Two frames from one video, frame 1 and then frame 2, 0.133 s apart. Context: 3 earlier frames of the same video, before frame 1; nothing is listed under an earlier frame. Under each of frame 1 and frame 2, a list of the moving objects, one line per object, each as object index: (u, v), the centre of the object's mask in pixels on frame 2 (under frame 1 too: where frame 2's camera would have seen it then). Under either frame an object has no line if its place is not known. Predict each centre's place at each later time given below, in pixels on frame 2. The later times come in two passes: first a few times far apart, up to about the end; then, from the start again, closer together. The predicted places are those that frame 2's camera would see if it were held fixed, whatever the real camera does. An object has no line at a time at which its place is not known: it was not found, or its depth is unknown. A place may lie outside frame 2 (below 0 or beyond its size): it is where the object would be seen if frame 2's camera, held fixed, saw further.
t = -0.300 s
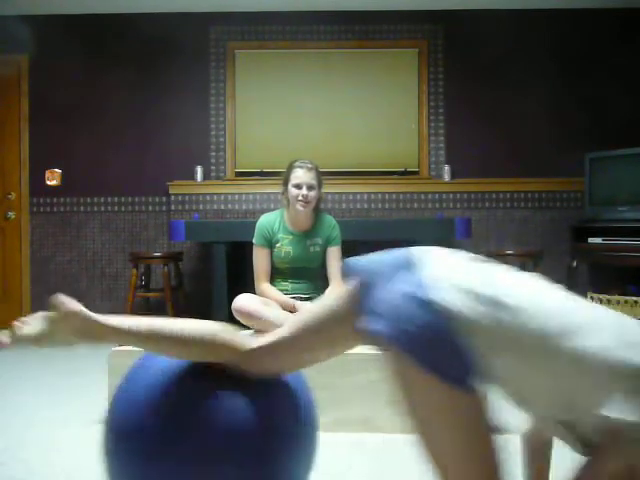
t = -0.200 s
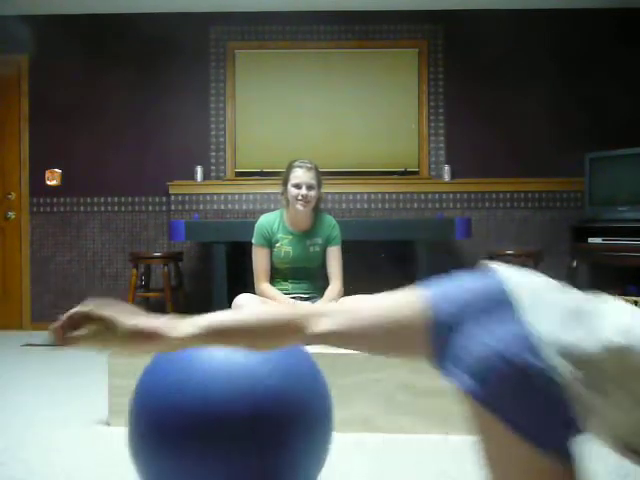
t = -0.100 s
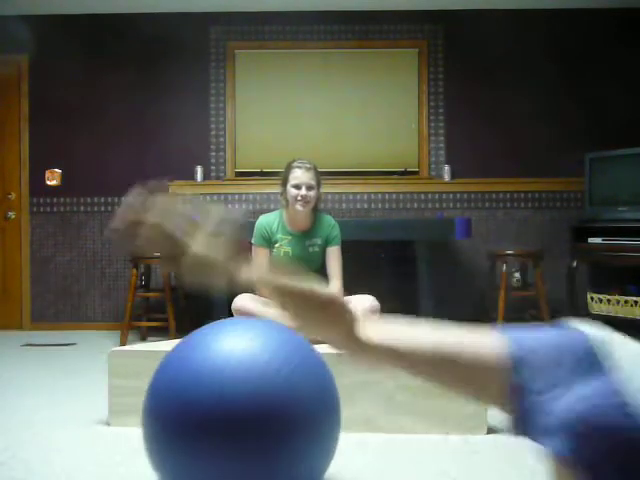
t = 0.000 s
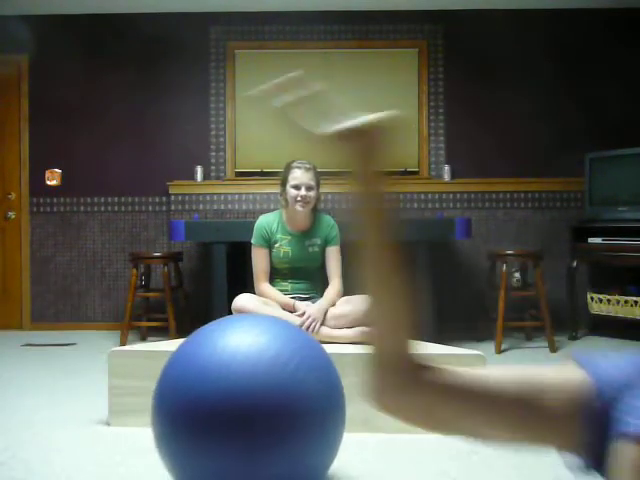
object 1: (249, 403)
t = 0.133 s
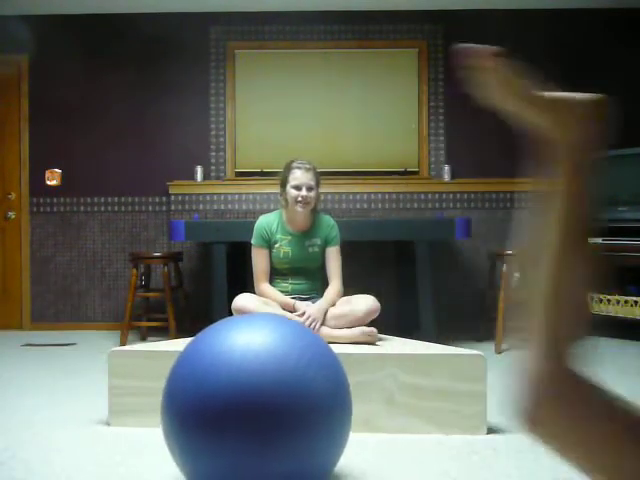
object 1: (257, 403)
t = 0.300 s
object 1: (264, 402)
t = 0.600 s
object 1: (267, 405)
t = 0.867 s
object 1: (259, 408)
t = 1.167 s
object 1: (244, 411)
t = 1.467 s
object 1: (236, 411)
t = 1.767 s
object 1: (239, 408)
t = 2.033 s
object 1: (247, 406)
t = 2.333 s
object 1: (255, 405)
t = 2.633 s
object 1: (256, 405)
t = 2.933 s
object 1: (252, 407)
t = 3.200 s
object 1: (247, 409)
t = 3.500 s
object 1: (245, 409)
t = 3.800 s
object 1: (247, 408)
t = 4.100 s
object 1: (250, 407)
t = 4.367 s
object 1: (252, 406)
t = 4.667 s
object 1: (252, 407)
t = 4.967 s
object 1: (250, 407)
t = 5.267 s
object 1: (248, 408)
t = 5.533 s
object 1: (248, 408)
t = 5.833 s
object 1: (249, 407)
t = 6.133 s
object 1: (250, 407)
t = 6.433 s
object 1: (250, 407)
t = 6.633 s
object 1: (250, 407)
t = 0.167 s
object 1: (259, 402)
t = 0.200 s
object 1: (260, 402)
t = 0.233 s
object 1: (262, 403)
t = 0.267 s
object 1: (263, 402)
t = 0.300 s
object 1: (264, 402)
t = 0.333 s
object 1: (265, 402)
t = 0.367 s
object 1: (266, 403)
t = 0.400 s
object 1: (267, 403)
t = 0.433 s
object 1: (267, 403)
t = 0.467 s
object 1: (268, 403)
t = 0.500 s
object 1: (268, 403)
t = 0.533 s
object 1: (268, 404)
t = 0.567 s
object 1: (268, 405)
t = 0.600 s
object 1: (267, 405)
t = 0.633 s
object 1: (267, 405)
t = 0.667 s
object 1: (266, 406)
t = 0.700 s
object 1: (265, 406)
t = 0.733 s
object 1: (264, 407)
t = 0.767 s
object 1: (263, 407)
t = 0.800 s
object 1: (262, 407)
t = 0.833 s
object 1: (261, 408)
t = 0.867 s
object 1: (259, 408)
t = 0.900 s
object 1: (258, 408)
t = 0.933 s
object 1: (256, 409)
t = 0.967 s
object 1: (254, 410)
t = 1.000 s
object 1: (252, 410)
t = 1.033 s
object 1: (251, 410)
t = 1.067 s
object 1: (249, 411)
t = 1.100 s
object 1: (247, 411)
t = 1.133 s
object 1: (245, 411)
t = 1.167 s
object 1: (244, 411)
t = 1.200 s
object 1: (242, 411)
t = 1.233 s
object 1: (241, 412)
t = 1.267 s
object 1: (240, 411)
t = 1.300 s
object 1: (239, 411)
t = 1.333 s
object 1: (238, 411)
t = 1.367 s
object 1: (237, 411)
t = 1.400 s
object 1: (237, 411)
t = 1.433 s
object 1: (236, 411)
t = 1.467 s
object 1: (236, 411)
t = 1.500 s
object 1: (235, 411)
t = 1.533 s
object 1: (235, 410)
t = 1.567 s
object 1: (236, 410)
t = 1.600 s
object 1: (236, 410)
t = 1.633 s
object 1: (236, 410)
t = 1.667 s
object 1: (237, 409)
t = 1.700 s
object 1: (237, 409)
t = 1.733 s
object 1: (238, 408)
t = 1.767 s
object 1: (239, 408)
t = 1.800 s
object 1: (240, 408)
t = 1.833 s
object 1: (241, 407)
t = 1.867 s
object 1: (242, 407)
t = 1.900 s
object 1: (243, 407)
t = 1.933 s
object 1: (244, 407)
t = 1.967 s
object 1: (245, 406)
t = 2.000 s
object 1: (246, 406)
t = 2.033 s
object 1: (247, 406)
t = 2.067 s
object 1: (248, 406)
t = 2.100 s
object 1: (249, 405)
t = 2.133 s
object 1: (250, 405)
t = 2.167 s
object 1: (251, 405)
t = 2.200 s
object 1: (251, 405)
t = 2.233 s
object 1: (252, 405)
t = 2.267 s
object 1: (254, 405)
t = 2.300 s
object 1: (254, 404)
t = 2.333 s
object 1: (255, 405)
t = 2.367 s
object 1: (255, 405)
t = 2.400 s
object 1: (255, 405)
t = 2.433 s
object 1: (256, 405)
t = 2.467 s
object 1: (256, 405)
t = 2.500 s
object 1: (256, 405)
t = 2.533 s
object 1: (256, 405)
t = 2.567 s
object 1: (256, 405)
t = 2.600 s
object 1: (256, 405)
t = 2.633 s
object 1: (256, 405)
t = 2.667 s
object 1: (256, 406)
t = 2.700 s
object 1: (255, 406)
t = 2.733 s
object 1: (255, 406)
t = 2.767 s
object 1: (254, 406)
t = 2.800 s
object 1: (254, 406)
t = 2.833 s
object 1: (253, 407)
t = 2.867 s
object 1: (253, 407)
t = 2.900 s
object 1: (252, 407)
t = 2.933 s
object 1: (252, 407)
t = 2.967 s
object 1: (251, 408)
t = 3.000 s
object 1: (251, 408)
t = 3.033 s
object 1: (250, 408)
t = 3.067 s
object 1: (249, 408)
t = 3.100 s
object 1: (249, 408)
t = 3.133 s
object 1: (248, 409)
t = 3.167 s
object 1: (247, 409)
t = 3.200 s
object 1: (247, 409)
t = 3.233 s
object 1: (246, 409)
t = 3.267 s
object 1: (246, 409)
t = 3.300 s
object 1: (246, 409)
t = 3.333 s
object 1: (245, 409)
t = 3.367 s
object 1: (245, 409)
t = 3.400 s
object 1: (245, 409)
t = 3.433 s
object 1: (245, 409)
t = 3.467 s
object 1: (245, 409)
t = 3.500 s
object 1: (245, 409)
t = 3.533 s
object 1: (245, 409)
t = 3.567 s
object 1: (245, 409)
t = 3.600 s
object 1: (245, 409)
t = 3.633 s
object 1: (245, 409)
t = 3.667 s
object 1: (245, 409)
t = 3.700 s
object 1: (246, 408)
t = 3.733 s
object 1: (246, 408)
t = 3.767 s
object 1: (246, 408)
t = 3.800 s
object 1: (247, 408)
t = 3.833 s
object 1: (247, 408)
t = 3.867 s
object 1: (247, 407)
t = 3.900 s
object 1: (248, 407)
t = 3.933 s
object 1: (248, 407)
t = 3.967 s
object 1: (248, 407)
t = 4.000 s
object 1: (249, 407)
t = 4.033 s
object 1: (249, 407)
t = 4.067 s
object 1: (250, 407)
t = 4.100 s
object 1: (250, 407)
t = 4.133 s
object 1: (250, 406)
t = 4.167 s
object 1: (251, 406)
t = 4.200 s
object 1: (251, 406)
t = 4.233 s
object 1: (251, 406)
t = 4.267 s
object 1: (252, 406)
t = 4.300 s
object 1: (252, 406)
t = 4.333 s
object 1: (252, 406)
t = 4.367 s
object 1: (252, 406)
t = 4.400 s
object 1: (252, 406)
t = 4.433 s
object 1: (252, 406)
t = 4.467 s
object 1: (252, 406)
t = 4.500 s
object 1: (252, 406)
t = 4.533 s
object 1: (252, 406)
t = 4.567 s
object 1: (252, 406)
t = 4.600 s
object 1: (252, 406)
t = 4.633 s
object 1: (252, 406)
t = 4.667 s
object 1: (252, 407)
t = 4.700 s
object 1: (252, 407)
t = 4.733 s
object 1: (252, 406)
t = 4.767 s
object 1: (251, 407)
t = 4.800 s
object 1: (251, 407)
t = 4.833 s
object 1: (251, 407)
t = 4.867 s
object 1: (250, 407)
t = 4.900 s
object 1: (250, 407)
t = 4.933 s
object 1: (250, 407)
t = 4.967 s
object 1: (250, 407)
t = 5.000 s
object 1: (250, 407)
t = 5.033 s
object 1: (249, 407)
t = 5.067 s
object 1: (249, 407)
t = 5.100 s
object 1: (249, 408)
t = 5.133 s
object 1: (249, 408)
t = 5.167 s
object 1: (249, 408)
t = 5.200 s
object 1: (248, 408)
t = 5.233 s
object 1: (248, 408)
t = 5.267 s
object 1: (248, 408)
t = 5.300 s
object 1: (248, 408)
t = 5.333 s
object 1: (248, 408)
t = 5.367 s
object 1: (248, 408)
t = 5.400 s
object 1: (248, 408)
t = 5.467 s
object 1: (248, 408)
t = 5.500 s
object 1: (248, 408)
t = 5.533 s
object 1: (248, 408)
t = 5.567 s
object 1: (248, 408)
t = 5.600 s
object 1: (248, 408)
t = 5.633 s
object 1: (248, 408)
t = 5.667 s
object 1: (248, 408)
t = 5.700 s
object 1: (248, 408)
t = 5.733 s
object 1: (249, 408)
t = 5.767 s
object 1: (249, 407)
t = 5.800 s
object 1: (249, 407)
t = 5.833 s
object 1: (249, 407)
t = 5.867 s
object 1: (249, 407)
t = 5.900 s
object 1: (249, 407)
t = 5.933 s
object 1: (249, 407)
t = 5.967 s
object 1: (249, 407)
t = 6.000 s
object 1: (249, 407)
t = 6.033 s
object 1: (249, 407)
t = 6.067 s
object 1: (249, 407)
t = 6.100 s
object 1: (250, 407)
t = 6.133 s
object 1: (250, 407)
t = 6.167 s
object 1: (250, 407)
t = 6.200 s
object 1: (250, 407)
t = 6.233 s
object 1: (250, 407)
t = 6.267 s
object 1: (250, 407)
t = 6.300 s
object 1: (250, 407)
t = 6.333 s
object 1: (250, 407)
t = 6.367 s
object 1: (250, 407)
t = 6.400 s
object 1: (250, 407)
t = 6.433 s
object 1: (250, 407)
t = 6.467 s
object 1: (250, 407)
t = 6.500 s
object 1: (250, 407)
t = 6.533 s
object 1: (250, 407)
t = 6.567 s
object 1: (250, 407)
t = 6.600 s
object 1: (250, 407)
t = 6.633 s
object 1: (250, 407)
